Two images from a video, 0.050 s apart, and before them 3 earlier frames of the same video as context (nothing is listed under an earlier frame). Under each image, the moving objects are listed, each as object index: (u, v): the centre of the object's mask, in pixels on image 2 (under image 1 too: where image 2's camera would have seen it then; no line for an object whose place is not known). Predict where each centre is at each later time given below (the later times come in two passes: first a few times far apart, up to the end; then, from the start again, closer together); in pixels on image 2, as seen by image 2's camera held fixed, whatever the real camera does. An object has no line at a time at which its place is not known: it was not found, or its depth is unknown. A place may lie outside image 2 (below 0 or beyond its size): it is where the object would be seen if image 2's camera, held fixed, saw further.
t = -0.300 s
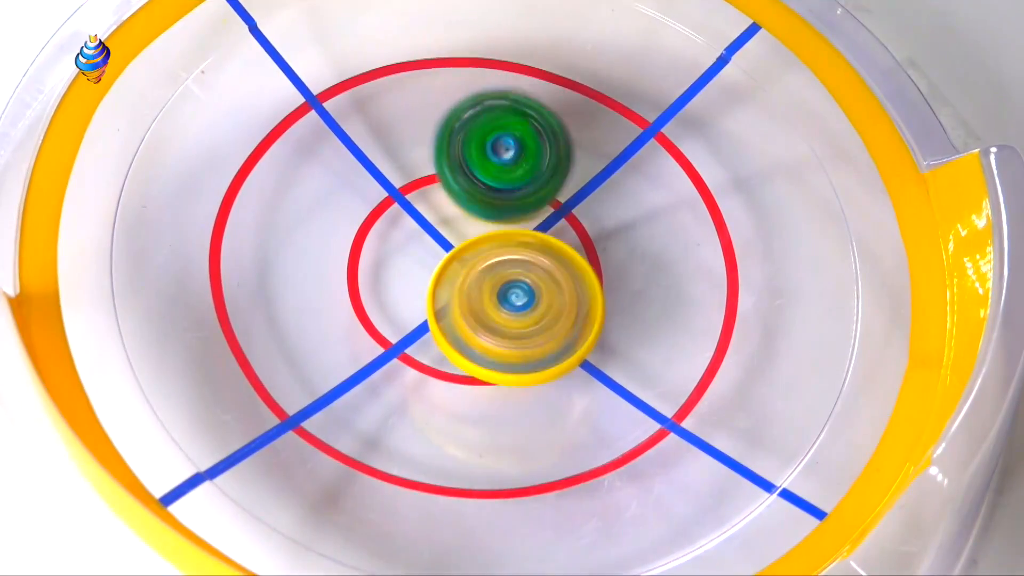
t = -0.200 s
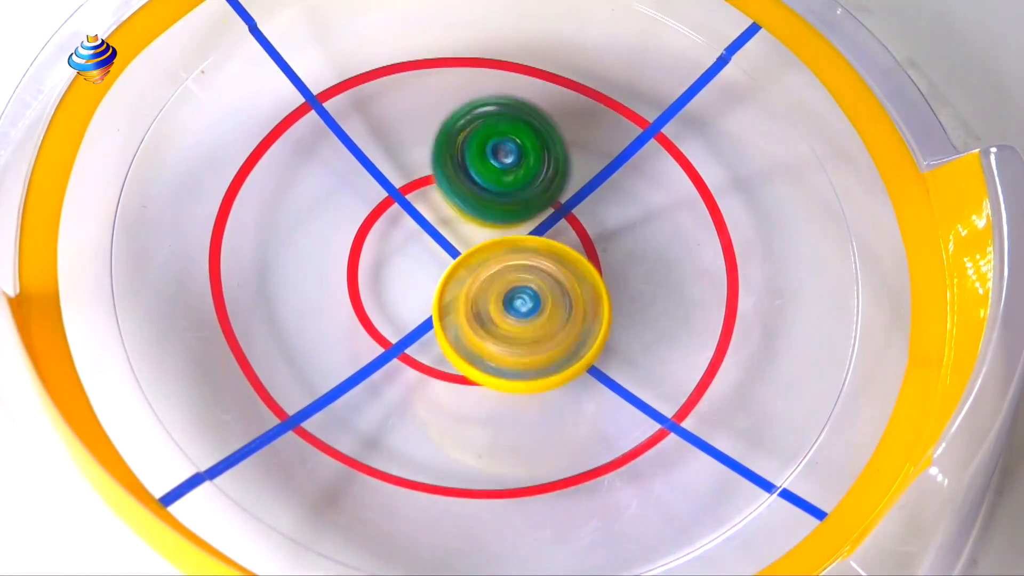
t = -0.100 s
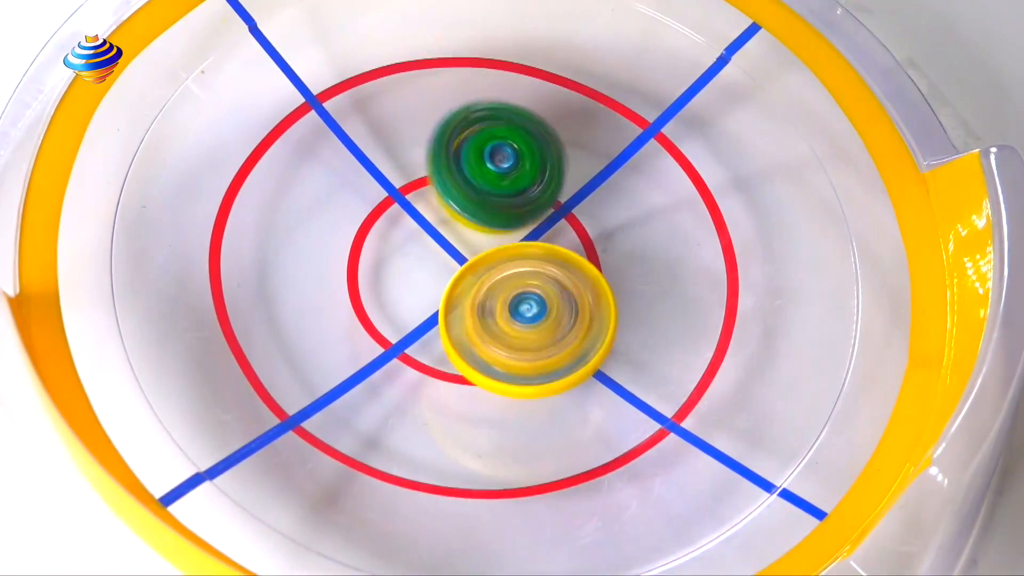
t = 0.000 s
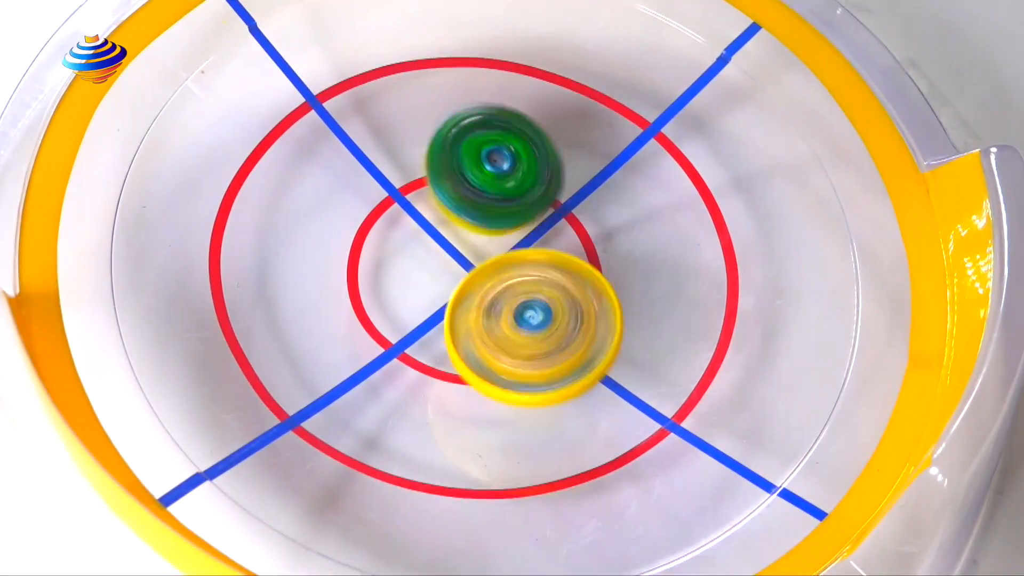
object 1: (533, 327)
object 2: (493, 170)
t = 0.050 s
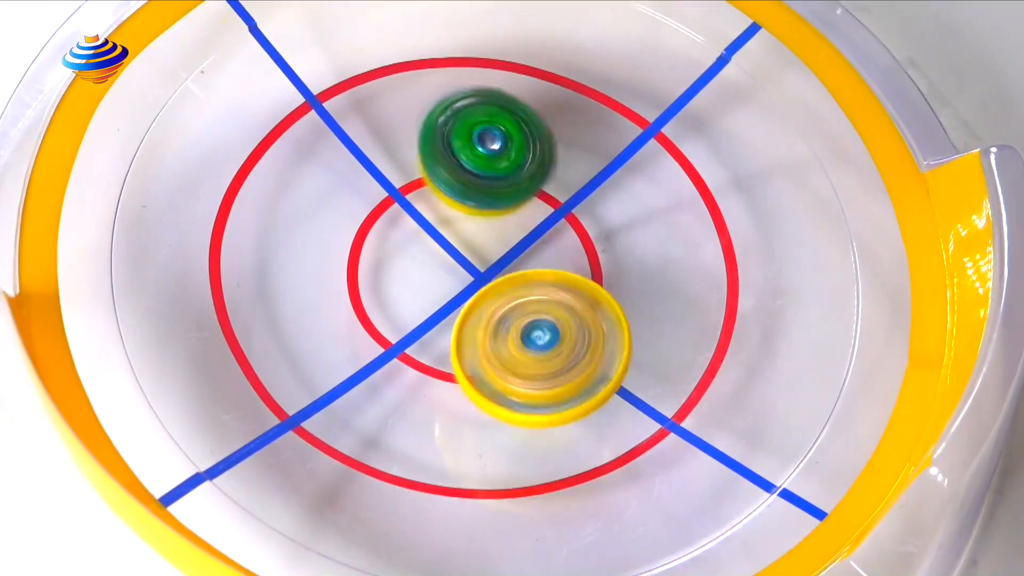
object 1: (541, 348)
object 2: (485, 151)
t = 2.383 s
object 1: (534, 385)
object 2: (493, 106)
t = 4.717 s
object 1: (499, 305)
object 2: (535, 174)
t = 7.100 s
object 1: (531, 323)
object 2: (489, 149)
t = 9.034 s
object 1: (574, 251)
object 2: (424, 208)
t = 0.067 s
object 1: (542, 351)
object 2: (483, 148)
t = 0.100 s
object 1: (543, 355)
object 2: (481, 145)
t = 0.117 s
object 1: (543, 355)
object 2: (480, 145)
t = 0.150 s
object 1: (542, 353)
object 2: (480, 147)
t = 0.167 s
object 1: (541, 351)
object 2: (481, 149)
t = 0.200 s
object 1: (540, 346)
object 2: (482, 154)
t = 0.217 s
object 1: (539, 343)
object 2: (485, 157)
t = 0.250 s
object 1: (537, 336)
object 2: (487, 163)
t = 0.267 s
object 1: (536, 332)
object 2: (488, 166)
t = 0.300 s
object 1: (533, 324)
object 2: (491, 172)
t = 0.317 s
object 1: (531, 318)
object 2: (493, 175)
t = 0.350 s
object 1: (528, 309)
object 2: (496, 180)
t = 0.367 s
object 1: (530, 314)
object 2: (494, 174)
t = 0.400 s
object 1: (534, 332)
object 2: (489, 156)
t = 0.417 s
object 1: (536, 338)
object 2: (486, 147)
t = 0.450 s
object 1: (538, 347)
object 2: (483, 136)
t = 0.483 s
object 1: (537, 349)
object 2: (480, 129)
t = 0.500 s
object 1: (537, 350)
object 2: (479, 127)
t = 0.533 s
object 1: (534, 347)
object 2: (478, 127)
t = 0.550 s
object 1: (534, 345)
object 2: (480, 128)
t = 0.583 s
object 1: (530, 340)
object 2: (481, 131)
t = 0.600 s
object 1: (530, 337)
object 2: (482, 134)
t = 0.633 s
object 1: (526, 330)
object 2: (485, 139)
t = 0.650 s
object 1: (525, 326)
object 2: (487, 142)
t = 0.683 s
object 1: (521, 317)
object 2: (489, 148)
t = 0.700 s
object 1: (520, 313)
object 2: (492, 152)
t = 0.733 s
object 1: (517, 304)
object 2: (494, 160)
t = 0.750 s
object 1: (515, 299)
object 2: (495, 164)
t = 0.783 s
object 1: (515, 307)
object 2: (496, 158)
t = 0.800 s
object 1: (517, 320)
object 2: (493, 146)
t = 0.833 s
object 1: (520, 343)
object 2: (492, 124)
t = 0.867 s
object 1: (522, 358)
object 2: (491, 107)
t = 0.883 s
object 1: (523, 365)
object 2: (490, 101)
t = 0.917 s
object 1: (523, 371)
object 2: (490, 93)
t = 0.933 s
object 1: (523, 372)
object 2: (490, 93)
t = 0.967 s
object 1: (522, 370)
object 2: (490, 94)
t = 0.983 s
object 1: (523, 368)
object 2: (491, 95)
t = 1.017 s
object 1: (521, 361)
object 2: (492, 102)
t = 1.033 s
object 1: (522, 357)
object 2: (492, 105)
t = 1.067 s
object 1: (520, 348)
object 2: (494, 114)
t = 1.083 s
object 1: (520, 342)
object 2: (493, 121)
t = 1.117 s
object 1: (519, 331)
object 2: (495, 133)
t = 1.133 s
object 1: (518, 325)
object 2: (497, 140)
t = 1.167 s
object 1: (517, 313)
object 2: (498, 154)
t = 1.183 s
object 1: (516, 306)
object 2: (500, 160)
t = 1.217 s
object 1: (519, 319)
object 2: (498, 155)
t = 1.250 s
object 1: (524, 342)
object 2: (494, 137)
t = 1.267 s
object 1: (526, 350)
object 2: (494, 130)
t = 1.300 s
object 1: (527, 364)
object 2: (491, 118)
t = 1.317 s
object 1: (528, 368)
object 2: (491, 114)
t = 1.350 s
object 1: (529, 373)
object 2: (492, 111)
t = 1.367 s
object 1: (529, 372)
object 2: (491, 111)
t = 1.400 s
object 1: (530, 369)
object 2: (491, 115)
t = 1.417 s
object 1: (529, 367)
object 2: (492, 117)
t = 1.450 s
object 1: (530, 360)
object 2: (493, 123)
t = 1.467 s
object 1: (529, 356)
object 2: (495, 127)
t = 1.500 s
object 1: (529, 346)
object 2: (497, 135)
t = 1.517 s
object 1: (529, 342)
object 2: (499, 140)
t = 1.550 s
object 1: (528, 331)
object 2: (500, 149)
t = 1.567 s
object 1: (529, 326)
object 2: (502, 154)
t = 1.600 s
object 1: (527, 314)
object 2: (505, 163)
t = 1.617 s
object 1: (527, 308)
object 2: (506, 168)
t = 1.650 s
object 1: (531, 324)
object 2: (504, 153)
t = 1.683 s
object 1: (534, 347)
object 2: (502, 126)
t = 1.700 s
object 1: (536, 357)
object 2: (501, 115)
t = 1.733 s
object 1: (538, 372)
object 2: (501, 94)
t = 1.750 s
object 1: (538, 376)
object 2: (500, 87)
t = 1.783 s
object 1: (538, 381)
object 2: (500, 76)
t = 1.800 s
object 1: (537, 380)
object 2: (500, 73)
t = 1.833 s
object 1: (537, 377)
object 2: (502, 73)
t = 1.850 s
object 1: (537, 376)
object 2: (502, 74)
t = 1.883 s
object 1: (537, 368)
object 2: (504, 79)
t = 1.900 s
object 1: (537, 365)
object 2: (503, 81)
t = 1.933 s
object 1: (536, 355)
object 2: (505, 90)
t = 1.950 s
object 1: (536, 349)
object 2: (506, 95)
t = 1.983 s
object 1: (534, 337)
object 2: (506, 105)
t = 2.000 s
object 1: (532, 331)
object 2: (508, 112)
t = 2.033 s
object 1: (530, 318)
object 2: (508, 126)
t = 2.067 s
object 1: (528, 305)
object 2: (508, 140)
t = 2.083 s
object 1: (525, 298)
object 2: (509, 149)
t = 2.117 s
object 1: (526, 307)
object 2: (508, 149)
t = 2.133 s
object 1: (528, 324)
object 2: (506, 137)
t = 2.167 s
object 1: (531, 352)
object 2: (499, 115)
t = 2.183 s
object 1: (534, 365)
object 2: (499, 106)
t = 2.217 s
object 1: (535, 385)
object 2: (494, 93)
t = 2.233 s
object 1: (537, 391)
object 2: (494, 90)
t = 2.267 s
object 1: (536, 399)
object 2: (490, 87)
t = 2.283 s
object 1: (535, 399)
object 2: (490, 88)
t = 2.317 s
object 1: (535, 397)
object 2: (490, 92)
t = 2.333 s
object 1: (535, 396)
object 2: (491, 94)
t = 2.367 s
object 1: (534, 389)
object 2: (493, 102)
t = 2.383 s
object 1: (534, 385)
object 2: (493, 106)
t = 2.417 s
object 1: (533, 376)
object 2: (495, 116)
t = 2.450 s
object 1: (530, 364)
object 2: (496, 127)
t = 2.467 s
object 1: (530, 357)
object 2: (498, 134)
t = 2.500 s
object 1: (527, 344)
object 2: (501, 146)
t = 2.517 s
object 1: (525, 336)
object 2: (503, 152)
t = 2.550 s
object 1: (522, 320)
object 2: (505, 163)
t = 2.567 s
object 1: (520, 313)
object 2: (506, 169)
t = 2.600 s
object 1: (520, 312)
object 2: (507, 170)
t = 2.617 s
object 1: (523, 325)
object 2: (504, 156)
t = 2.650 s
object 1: (526, 344)
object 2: (500, 133)
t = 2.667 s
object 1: (529, 351)
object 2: (498, 124)
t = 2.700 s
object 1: (530, 361)
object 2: (496, 110)
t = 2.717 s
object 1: (529, 363)
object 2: (495, 105)
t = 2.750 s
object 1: (529, 363)
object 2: (494, 100)
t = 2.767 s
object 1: (527, 363)
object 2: (494, 99)
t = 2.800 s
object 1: (525, 359)
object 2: (494, 100)
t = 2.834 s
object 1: (523, 352)
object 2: (496, 104)
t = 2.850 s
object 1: (523, 348)
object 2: (497, 107)
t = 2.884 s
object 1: (521, 339)
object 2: (499, 115)
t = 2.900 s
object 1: (520, 333)
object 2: (500, 119)
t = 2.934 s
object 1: (518, 322)
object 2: (502, 128)
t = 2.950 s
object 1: (516, 316)
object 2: (503, 133)
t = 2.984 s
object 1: (513, 304)
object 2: (505, 142)
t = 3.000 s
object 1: (514, 298)
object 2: (505, 148)
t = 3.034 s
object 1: (511, 288)
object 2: (507, 156)
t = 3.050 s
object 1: (512, 297)
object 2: (506, 150)
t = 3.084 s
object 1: (512, 315)
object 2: (505, 134)
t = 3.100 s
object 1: (510, 323)
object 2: (504, 128)
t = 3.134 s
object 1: (510, 333)
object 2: (503, 120)
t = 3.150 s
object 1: (511, 337)
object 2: (500, 119)
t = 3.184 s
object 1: (510, 340)
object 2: (500, 120)
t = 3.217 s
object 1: (509, 338)
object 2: (500, 125)
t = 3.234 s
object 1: (509, 336)
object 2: (501, 125)
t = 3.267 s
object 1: (509, 331)
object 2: (502, 131)
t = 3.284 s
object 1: (508, 328)
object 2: (504, 134)
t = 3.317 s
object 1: (508, 321)
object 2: (505, 141)
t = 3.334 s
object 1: (510, 318)
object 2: (507, 144)
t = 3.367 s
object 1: (511, 310)
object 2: (507, 152)
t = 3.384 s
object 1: (511, 305)
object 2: (509, 157)
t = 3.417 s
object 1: (511, 300)
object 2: (510, 162)
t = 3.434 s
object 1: (512, 303)
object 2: (510, 161)
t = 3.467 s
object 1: (511, 309)
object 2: (512, 156)
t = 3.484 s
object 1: (509, 310)
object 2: (511, 155)
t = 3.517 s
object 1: (509, 310)
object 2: (512, 157)
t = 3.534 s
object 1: (509, 310)
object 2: (513, 158)
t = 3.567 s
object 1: (510, 308)
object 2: (515, 161)
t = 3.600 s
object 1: (511, 305)
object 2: (516, 164)
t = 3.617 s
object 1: (512, 303)
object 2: (517, 165)
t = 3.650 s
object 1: (512, 302)
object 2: (517, 165)
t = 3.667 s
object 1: (512, 304)
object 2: (518, 165)
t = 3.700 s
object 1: (512, 304)
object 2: (518, 164)
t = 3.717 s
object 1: (513, 303)
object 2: (519, 165)
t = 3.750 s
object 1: (514, 301)
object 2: (520, 166)
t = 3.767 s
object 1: (514, 301)
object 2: (521, 167)
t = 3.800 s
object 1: (514, 300)
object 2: (521, 166)
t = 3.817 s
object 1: (515, 305)
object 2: (520, 164)
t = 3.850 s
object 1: (515, 316)
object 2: (520, 153)
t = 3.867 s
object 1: (515, 321)
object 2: (519, 149)
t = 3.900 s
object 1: (514, 325)
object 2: (521, 144)
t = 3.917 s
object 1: (514, 325)
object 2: (520, 144)
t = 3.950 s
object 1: (515, 324)
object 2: (521, 143)
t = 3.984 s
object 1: (516, 322)
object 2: (519, 145)
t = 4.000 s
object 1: (515, 321)
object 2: (520, 147)
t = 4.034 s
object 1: (516, 319)
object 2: (519, 149)
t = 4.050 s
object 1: (517, 318)
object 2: (520, 152)
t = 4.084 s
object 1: (518, 315)
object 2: (519, 157)
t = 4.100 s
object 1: (517, 313)
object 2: (519, 161)
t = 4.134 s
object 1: (517, 310)
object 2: (519, 166)
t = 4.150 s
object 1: (518, 308)
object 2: (517, 169)
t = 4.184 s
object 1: (517, 308)
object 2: (519, 171)
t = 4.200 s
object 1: (516, 309)
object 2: (518, 172)
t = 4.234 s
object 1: (515, 312)
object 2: (521, 173)
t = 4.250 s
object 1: (515, 313)
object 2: (520, 172)
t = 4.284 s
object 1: (514, 314)
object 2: (520, 175)
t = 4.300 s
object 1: (513, 312)
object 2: (519, 175)
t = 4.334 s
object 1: (512, 320)
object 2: (520, 172)
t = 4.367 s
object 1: (510, 327)
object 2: (521, 167)
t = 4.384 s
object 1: (508, 328)
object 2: (521, 167)
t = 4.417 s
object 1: (506, 328)
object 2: (520, 167)
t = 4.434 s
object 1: (507, 328)
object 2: (519, 169)
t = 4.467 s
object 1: (506, 326)
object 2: (521, 171)
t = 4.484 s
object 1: (505, 325)
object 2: (521, 172)
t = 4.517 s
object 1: (505, 321)
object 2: (524, 175)
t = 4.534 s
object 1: (505, 319)
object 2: (524, 176)
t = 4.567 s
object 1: (505, 315)
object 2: (526, 179)
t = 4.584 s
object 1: (504, 312)
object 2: (526, 179)
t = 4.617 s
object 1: (503, 307)
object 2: (528, 181)
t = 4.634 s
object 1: (503, 306)
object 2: (530, 180)
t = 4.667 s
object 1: (502, 305)
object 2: (532, 178)
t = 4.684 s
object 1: (501, 304)
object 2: (533, 178)
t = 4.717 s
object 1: (499, 305)
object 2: (535, 174)
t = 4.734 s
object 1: (499, 304)
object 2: (538, 173)
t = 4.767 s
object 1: (499, 302)
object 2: (540, 172)
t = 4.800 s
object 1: (499, 300)
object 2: (542, 172)
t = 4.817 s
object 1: (499, 299)
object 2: (541, 172)
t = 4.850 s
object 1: (498, 304)
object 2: (543, 166)
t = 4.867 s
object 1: (497, 304)
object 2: (545, 162)
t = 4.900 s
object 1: (496, 305)
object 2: (546, 156)
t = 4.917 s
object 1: (496, 305)
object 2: (546, 155)
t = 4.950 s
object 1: (497, 303)
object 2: (543, 153)
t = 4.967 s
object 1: (497, 301)
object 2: (543, 153)
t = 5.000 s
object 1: (498, 299)
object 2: (541, 154)
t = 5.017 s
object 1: (499, 298)
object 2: (541, 156)
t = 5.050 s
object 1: (501, 296)
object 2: (539, 159)
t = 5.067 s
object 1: (501, 294)
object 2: (538, 161)
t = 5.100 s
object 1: (502, 293)
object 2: (539, 162)
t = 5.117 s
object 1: (503, 293)
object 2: (538, 164)
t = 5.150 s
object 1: (502, 298)
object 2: (534, 166)
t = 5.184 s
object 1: (501, 308)
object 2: (523, 165)
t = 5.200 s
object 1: (500, 311)
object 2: (521, 167)
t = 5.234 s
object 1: (499, 315)
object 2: (515, 170)
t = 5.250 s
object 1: (500, 315)
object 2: (513, 173)
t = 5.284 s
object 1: (500, 313)
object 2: (507, 177)
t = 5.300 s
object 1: (500, 316)
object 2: (503, 179)
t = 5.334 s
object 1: (503, 324)
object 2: (498, 182)
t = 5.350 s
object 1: (504, 326)
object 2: (496, 183)
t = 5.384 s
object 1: (506, 329)
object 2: (493, 186)
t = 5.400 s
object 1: (506, 329)
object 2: (493, 188)
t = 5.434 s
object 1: (507, 333)
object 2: (492, 190)
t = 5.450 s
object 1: (510, 338)
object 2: (491, 187)
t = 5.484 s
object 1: (512, 344)
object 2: (490, 182)
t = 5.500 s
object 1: (511, 346)
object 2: (489, 181)
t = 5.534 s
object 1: (512, 345)
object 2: (489, 181)
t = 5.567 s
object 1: (512, 343)
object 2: (490, 182)
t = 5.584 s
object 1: (512, 340)
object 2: (490, 183)
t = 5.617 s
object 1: (512, 335)
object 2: (491, 183)
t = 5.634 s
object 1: (513, 333)
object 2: (492, 183)
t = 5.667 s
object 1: (512, 326)
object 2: (492, 183)
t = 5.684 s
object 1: (510, 323)
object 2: (492, 183)
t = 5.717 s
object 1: (510, 316)
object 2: (494, 184)
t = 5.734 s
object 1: (510, 315)
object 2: (492, 181)
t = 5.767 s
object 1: (510, 315)
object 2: (491, 176)
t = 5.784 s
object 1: (511, 315)
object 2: (491, 175)
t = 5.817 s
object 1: (511, 312)
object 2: (488, 175)
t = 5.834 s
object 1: (509, 310)
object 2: (489, 175)
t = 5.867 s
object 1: (509, 305)
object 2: (490, 176)
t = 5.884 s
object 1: (512, 306)
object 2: (489, 174)
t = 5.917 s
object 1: (514, 307)
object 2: (489, 168)
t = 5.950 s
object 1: (515, 307)
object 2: (484, 164)
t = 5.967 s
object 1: (517, 307)
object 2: (485, 162)
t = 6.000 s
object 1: (518, 304)
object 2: (482, 161)
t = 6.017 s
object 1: (517, 301)
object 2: (481, 161)
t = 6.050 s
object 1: (517, 297)
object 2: (482, 163)
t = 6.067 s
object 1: (518, 298)
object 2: (481, 162)
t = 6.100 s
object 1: (520, 304)
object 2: (479, 155)
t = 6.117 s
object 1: (521, 306)
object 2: (479, 154)
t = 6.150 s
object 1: (521, 307)
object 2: (477, 150)
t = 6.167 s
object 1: (520, 307)
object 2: (479, 152)
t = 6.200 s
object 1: (520, 305)
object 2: (480, 155)
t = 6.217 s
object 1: (520, 303)
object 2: (480, 156)
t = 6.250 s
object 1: (520, 299)
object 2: (482, 161)
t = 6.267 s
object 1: (520, 300)
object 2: (482, 163)
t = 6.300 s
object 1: (522, 302)
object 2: (482, 165)
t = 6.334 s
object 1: (523, 302)
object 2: (483, 167)
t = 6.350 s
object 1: (523, 305)
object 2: (483, 166)
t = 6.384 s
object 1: (525, 310)
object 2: (483, 165)
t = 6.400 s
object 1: (526, 310)
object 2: (484, 165)
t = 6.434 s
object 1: (526, 309)
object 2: (482, 166)
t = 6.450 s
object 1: (526, 309)
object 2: (484, 167)
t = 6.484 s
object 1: (527, 306)
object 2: (484, 168)
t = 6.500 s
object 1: (525, 304)
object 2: (484, 168)
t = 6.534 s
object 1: (526, 300)
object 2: (487, 169)
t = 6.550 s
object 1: (527, 302)
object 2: (485, 167)
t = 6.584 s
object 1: (532, 315)
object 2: (481, 154)
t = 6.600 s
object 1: (534, 319)
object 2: (479, 149)
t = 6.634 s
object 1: (535, 325)
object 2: (478, 138)
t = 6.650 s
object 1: (537, 328)
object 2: (477, 135)
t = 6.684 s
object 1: (535, 328)
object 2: (480, 128)
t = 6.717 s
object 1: (535, 326)
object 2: (479, 125)
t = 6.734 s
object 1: (534, 325)
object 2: (481, 126)
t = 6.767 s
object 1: (534, 321)
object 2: (482, 125)
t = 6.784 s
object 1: (533, 319)
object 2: (482, 127)
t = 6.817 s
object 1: (532, 315)
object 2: (485, 132)
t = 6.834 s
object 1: (532, 311)
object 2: (488, 135)
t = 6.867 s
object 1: (530, 306)
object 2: (490, 141)
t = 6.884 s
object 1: (530, 304)
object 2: (494, 145)
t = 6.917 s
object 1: (528, 298)
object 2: (498, 152)
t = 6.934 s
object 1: (526, 296)
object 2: (498, 156)
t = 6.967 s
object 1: (527, 300)
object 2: (497, 157)
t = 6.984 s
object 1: (532, 306)
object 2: (496, 152)
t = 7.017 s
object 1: (533, 316)
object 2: (491, 146)
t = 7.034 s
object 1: (533, 321)
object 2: (491, 145)
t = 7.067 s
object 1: (533, 324)
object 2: (489, 146)
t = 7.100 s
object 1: (531, 323)
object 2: (489, 149)
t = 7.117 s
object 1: (528, 323)
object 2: (491, 150)
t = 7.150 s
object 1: (527, 320)
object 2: (492, 154)
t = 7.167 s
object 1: (525, 317)
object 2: (493, 156)
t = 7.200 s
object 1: (523, 313)
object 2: (493, 160)
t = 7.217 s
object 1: (524, 309)
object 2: (495, 161)
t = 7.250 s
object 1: (521, 303)
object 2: (496, 164)
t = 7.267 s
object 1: (521, 302)
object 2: (497, 166)
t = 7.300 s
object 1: (521, 298)
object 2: (498, 167)
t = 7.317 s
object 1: (519, 298)
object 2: (496, 164)
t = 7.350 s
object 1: (520, 298)
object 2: (499, 161)
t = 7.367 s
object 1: (520, 298)
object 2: (499, 162)
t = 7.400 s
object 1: (520, 295)
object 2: (501, 161)
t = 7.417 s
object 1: (520, 294)
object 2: (501, 161)
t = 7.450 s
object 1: (522, 302)
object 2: (500, 157)
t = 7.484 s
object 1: (524, 315)
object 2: (494, 143)
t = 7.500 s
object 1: (527, 321)
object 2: (493, 135)
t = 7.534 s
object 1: (526, 328)
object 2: (488, 128)
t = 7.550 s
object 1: (527, 331)
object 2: (486, 125)
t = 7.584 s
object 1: (527, 332)
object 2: (481, 120)
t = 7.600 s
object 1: (525, 332)
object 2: (478, 120)
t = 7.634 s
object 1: (526, 330)
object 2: (474, 118)
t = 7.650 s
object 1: (524, 328)
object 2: (470, 117)
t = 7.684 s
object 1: (524, 324)
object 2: (462, 119)
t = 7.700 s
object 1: (524, 320)
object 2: (459, 119)
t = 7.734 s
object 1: (523, 315)
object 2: (453, 124)
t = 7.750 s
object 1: (524, 313)
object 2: (449, 127)
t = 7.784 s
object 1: (523, 307)
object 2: (443, 135)
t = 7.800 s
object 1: (523, 306)
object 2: (440, 140)
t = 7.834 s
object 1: (523, 299)
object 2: (436, 152)
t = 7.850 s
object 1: (521, 297)
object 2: (434, 157)
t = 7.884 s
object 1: (522, 292)
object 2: (434, 170)
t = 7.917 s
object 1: (525, 292)
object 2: (434, 180)
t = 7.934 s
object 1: (532, 296)
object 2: (432, 182)
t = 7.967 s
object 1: (546, 304)
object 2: (430, 185)
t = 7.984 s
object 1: (551, 304)
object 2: (430, 189)
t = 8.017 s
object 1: (561, 308)
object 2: (434, 195)
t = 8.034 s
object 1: (567, 307)
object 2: (438, 200)
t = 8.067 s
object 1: (573, 307)
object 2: (448, 208)
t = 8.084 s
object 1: (577, 308)
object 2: (454, 211)
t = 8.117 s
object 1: (582, 309)
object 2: (462, 213)
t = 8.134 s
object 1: (587, 313)
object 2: (462, 210)
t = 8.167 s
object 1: (594, 316)
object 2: (465, 207)
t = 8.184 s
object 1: (594, 317)
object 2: (466, 208)
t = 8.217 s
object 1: (596, 318)
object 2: (468, 205)
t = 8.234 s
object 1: (595, 317)
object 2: (470, 205)
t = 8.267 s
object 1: (593, 315)
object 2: (472, 206)
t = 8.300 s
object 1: (590, 312)
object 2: (474, 207)
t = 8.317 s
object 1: (587, 309)
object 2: (473, 207)
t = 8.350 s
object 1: (582, 305)
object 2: (473, 210)
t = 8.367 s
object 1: (585, 305)
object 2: (472, 211)
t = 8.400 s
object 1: (595, 312)
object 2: (461, 200)
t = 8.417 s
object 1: (598, 314)
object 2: (456, 196)
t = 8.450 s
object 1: (601, 316)
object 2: (447, 194)
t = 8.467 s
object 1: (600, 315)
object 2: (444, 194)
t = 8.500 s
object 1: (597, 314)
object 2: (438, 191)
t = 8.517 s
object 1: (595, 312)
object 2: (436, 191)
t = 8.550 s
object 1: (591, 308)
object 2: (433, 193)
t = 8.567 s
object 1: (588, 305)
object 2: (430, 195)
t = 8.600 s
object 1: (581, 300)
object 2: (429, 199)
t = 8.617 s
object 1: (578, 296)
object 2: (430, 201)
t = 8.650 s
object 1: (569, 290)
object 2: (430, 206)
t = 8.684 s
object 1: (565, 287)
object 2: (426, 209)
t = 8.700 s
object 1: (569, 287)
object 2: (419, 204)
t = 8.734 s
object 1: (574, 288)
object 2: (409, 200)
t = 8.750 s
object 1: (575, 288)
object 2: (404, 198)
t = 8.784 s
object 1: (575, 286)
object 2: (397, 197)
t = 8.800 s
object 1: (575, 285)
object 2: (393, 199)
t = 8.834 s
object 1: (572, 282)
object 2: (392, 201)
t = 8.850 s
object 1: (571, 281)
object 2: (394, 204)
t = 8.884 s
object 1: (567, 275)
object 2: (401, 208)
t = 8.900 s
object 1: (564, 272)
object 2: (406, 210)
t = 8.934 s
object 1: (561, 265)
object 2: (416, 214)
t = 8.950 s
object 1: (558, 262)
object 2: (418, 213)
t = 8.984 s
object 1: (566, 259)
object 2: (421, 212)
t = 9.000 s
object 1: (568, 256)
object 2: (422, 210)
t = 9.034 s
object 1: (574, 251)
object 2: (424, 208)
